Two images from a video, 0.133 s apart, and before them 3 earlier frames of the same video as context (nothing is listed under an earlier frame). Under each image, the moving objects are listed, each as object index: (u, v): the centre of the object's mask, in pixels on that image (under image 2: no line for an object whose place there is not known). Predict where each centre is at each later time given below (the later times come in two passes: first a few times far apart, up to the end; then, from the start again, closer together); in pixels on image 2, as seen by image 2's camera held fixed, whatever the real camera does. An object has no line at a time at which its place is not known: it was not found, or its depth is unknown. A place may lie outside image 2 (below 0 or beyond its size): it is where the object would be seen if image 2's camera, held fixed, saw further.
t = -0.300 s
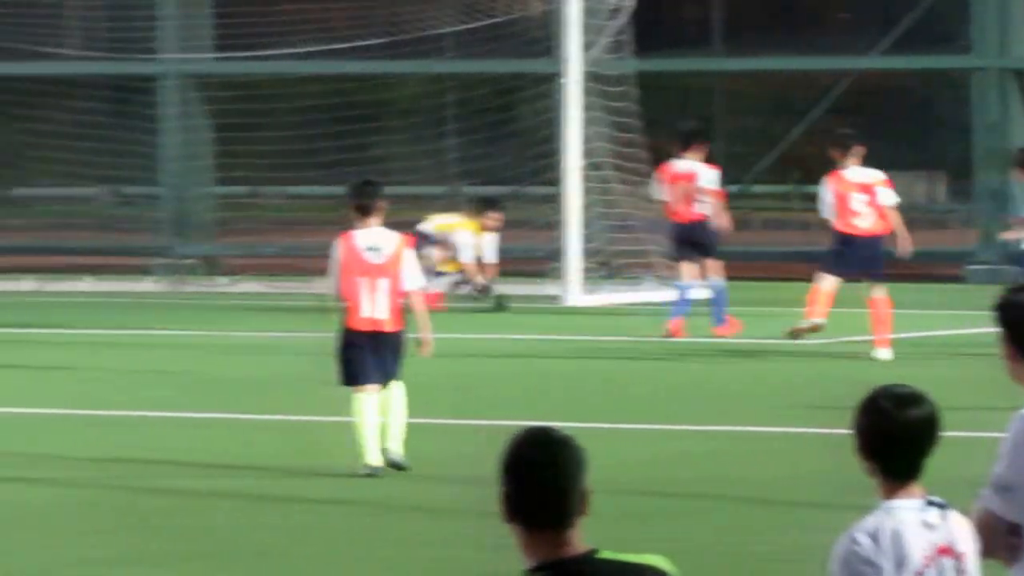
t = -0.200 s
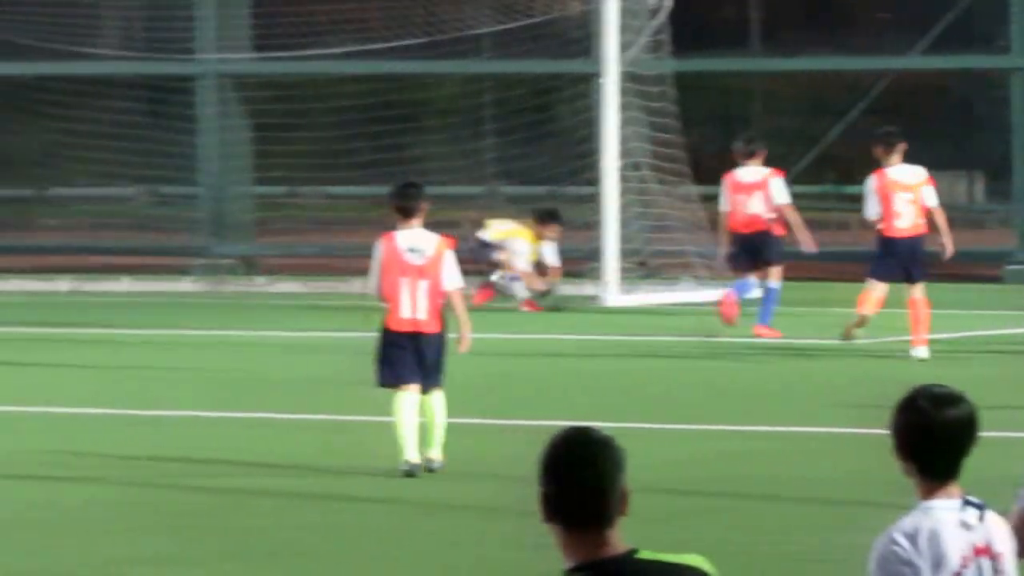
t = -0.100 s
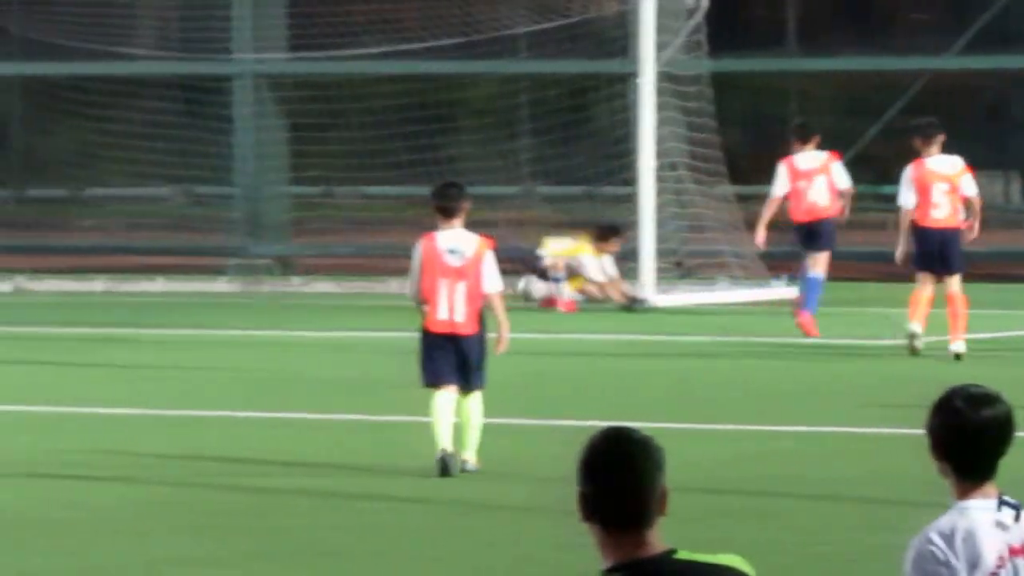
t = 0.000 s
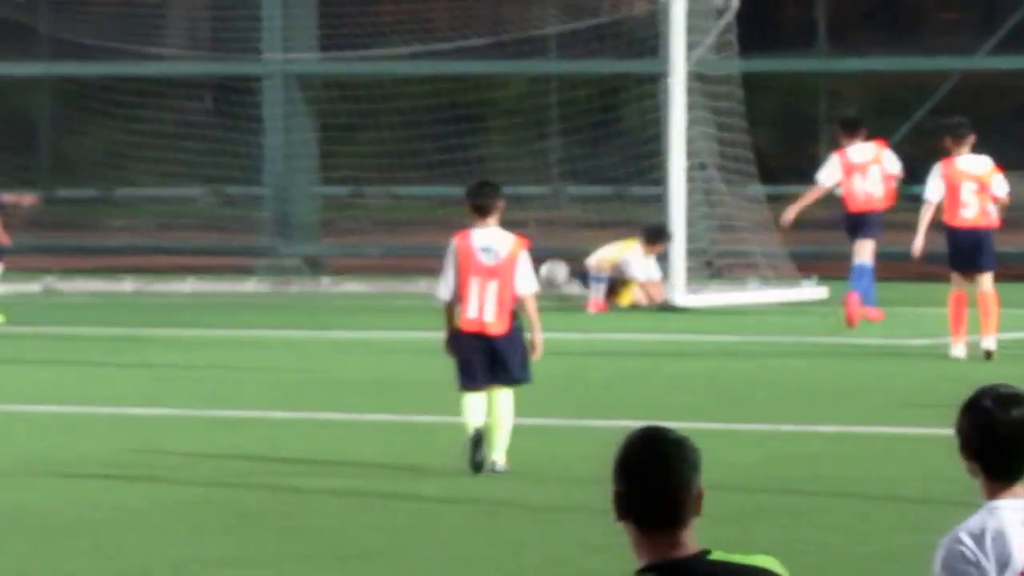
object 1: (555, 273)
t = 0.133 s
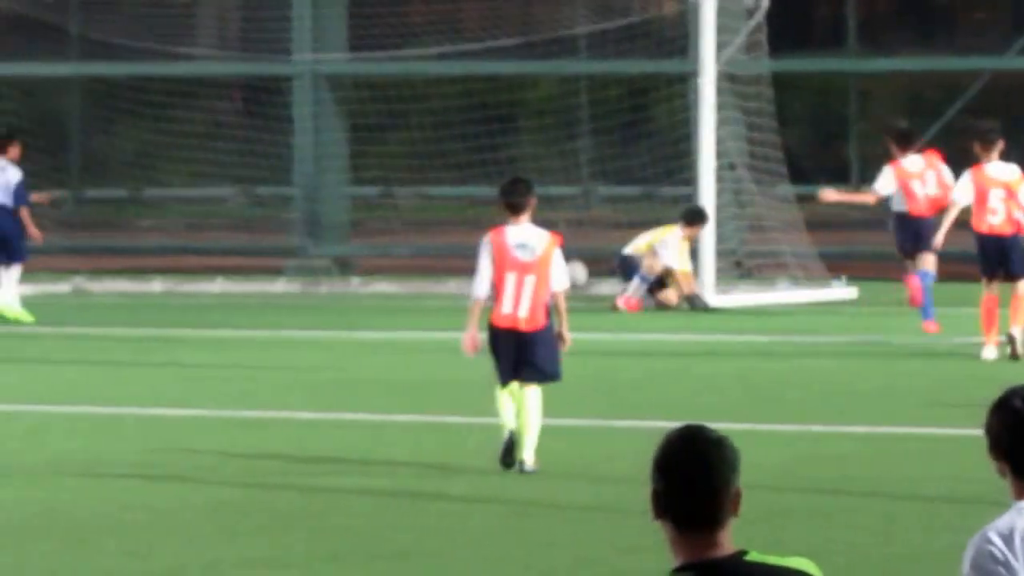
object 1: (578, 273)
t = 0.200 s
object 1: (573, 277)
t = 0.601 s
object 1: (437, 188)
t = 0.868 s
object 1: (356, 237)
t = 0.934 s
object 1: (332, 265)
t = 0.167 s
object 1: (576, 275)
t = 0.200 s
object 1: (573, 277)
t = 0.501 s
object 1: (469, 193)
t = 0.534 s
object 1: (459, 190)
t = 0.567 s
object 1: (448, 188)
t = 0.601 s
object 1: (437, 188)
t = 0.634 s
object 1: (425, 190)
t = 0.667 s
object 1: (416, 193)
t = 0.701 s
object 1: (406, 196)
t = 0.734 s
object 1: (397, 202)
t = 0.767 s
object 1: (385, 210)
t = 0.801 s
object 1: (376, 218)
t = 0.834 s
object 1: (365, 227)
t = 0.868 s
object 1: (356, 237)
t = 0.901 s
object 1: (346, 251)
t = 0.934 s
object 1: (332, 265)
